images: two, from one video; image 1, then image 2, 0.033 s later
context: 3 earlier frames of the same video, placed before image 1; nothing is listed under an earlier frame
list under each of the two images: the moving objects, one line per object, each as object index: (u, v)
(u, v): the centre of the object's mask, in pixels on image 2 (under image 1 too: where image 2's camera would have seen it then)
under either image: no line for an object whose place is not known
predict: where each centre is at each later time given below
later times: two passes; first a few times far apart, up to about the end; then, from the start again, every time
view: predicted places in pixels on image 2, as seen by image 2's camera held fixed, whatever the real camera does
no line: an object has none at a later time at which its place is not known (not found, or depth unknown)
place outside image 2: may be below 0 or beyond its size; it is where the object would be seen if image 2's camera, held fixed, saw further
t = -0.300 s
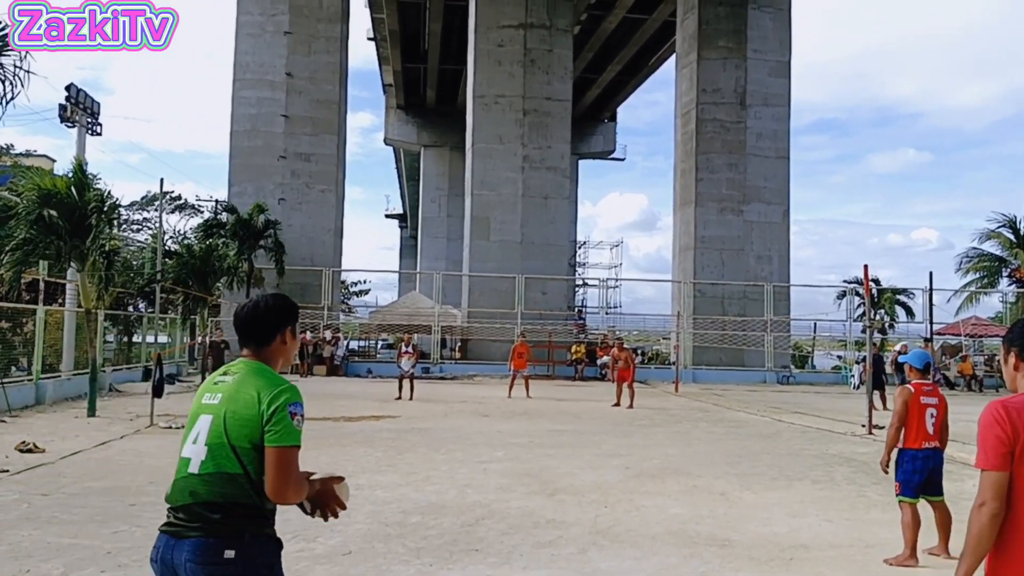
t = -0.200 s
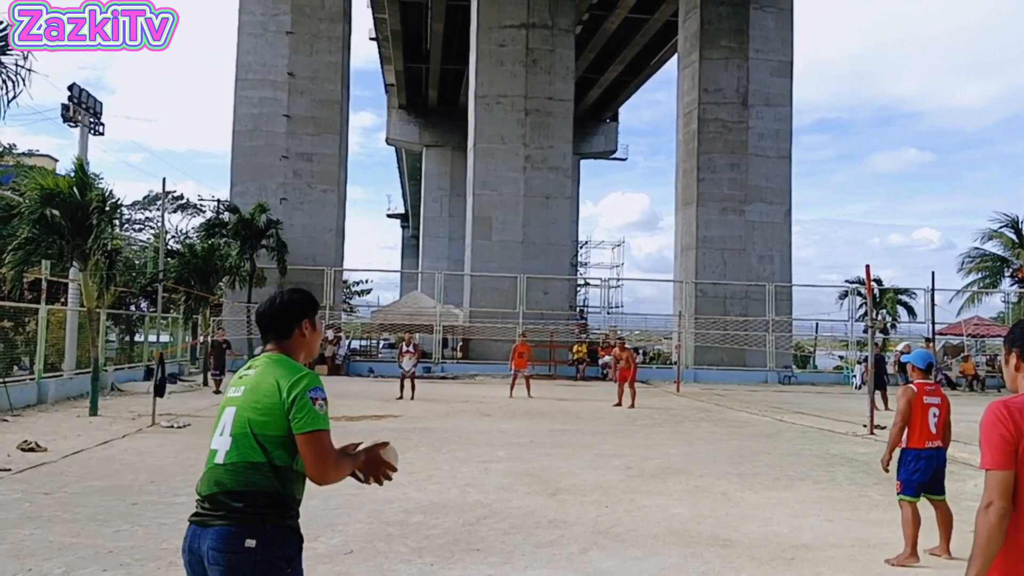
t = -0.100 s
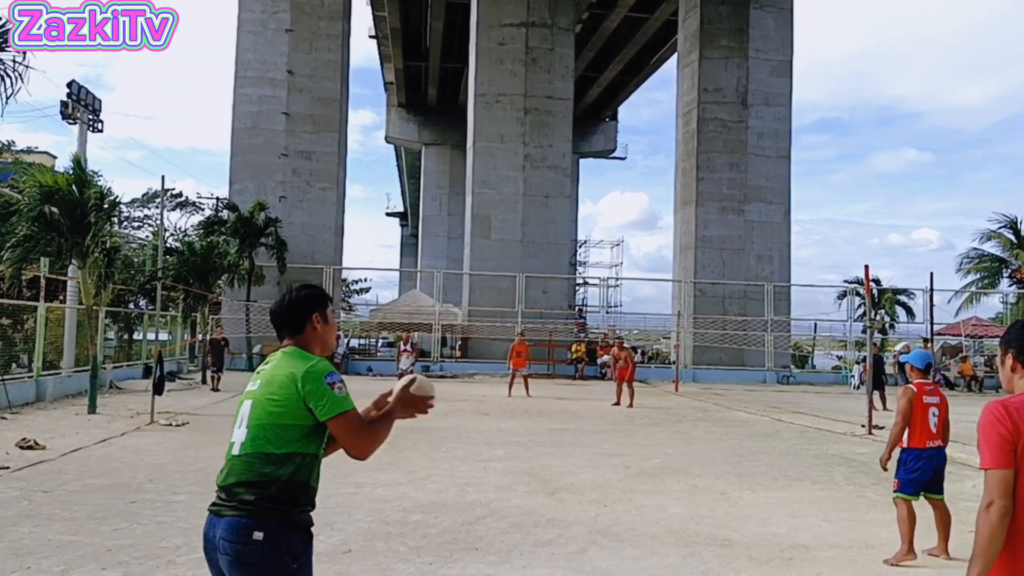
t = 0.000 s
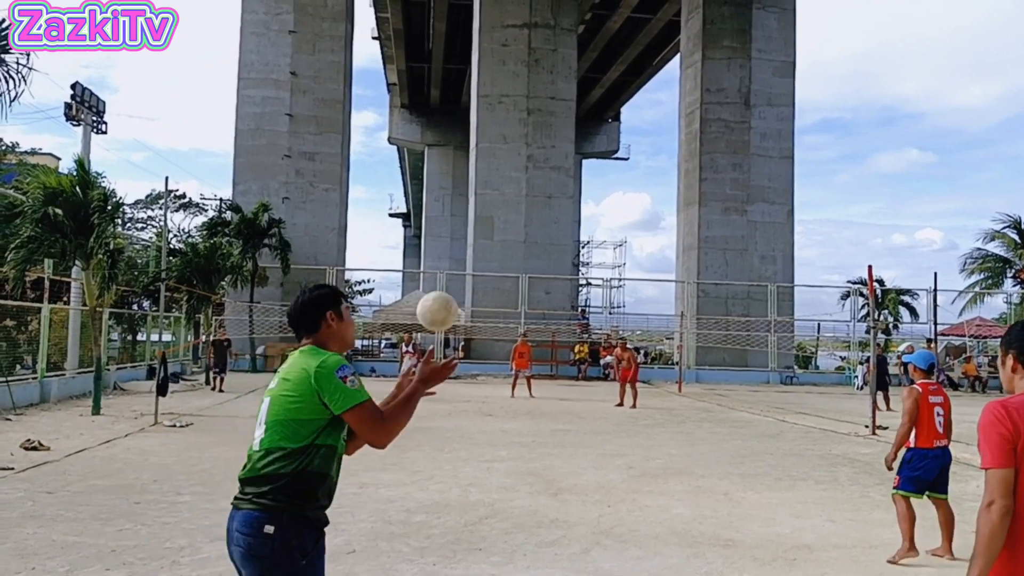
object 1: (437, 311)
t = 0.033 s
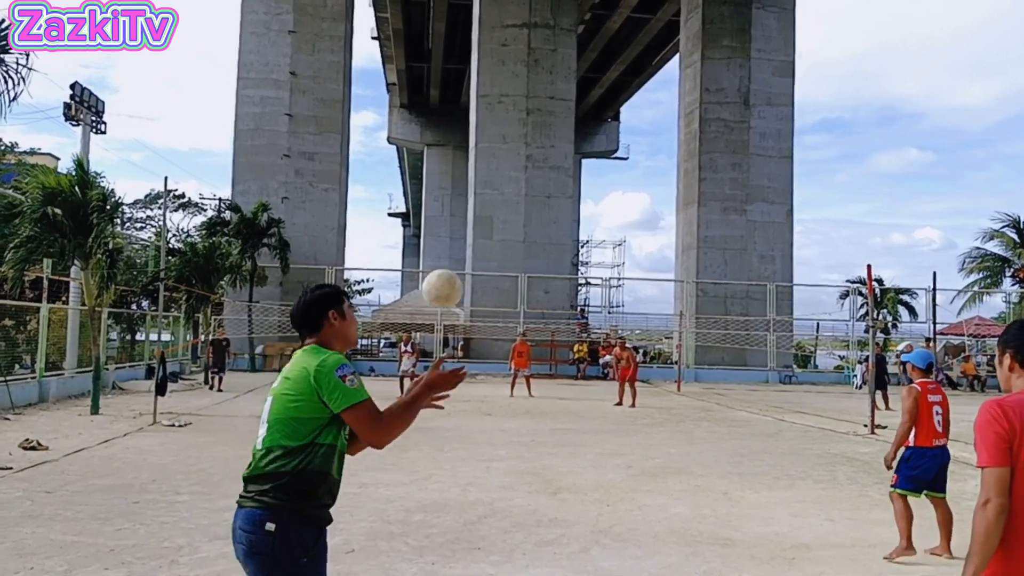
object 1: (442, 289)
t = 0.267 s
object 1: (476, 217)
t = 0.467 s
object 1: (497, 262)
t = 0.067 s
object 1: (448, 270)
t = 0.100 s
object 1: (453, 255)
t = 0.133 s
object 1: (458, 241)
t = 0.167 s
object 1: (463, 231)
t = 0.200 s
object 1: (468, 224)
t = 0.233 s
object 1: (472, 219)
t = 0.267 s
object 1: (476, 217)
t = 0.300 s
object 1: (480, 218)
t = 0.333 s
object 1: (484, 222)
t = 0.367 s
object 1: (488, 228)
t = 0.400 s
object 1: (491, 236)
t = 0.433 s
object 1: (494, 248)
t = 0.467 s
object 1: (497, 262)
